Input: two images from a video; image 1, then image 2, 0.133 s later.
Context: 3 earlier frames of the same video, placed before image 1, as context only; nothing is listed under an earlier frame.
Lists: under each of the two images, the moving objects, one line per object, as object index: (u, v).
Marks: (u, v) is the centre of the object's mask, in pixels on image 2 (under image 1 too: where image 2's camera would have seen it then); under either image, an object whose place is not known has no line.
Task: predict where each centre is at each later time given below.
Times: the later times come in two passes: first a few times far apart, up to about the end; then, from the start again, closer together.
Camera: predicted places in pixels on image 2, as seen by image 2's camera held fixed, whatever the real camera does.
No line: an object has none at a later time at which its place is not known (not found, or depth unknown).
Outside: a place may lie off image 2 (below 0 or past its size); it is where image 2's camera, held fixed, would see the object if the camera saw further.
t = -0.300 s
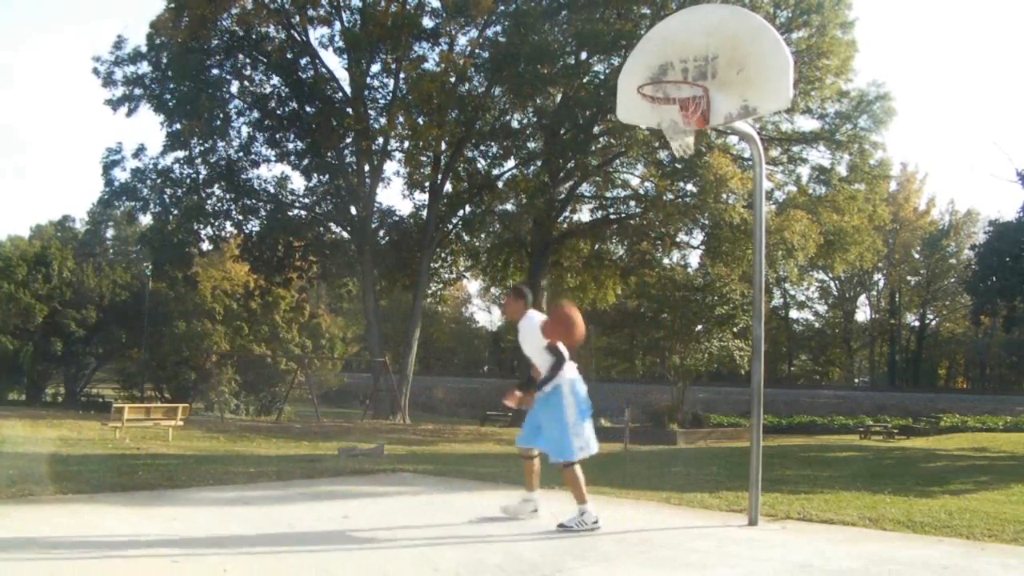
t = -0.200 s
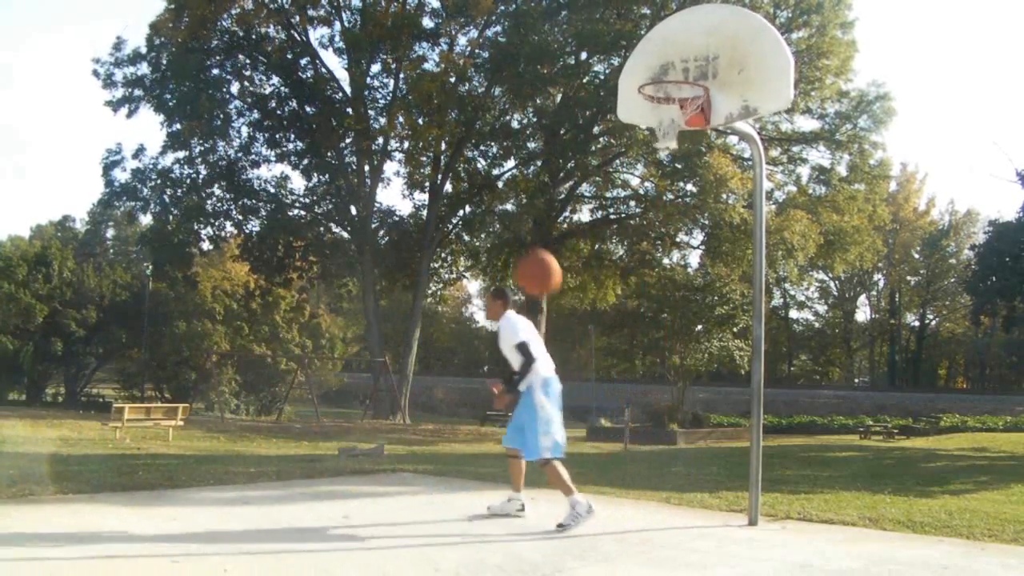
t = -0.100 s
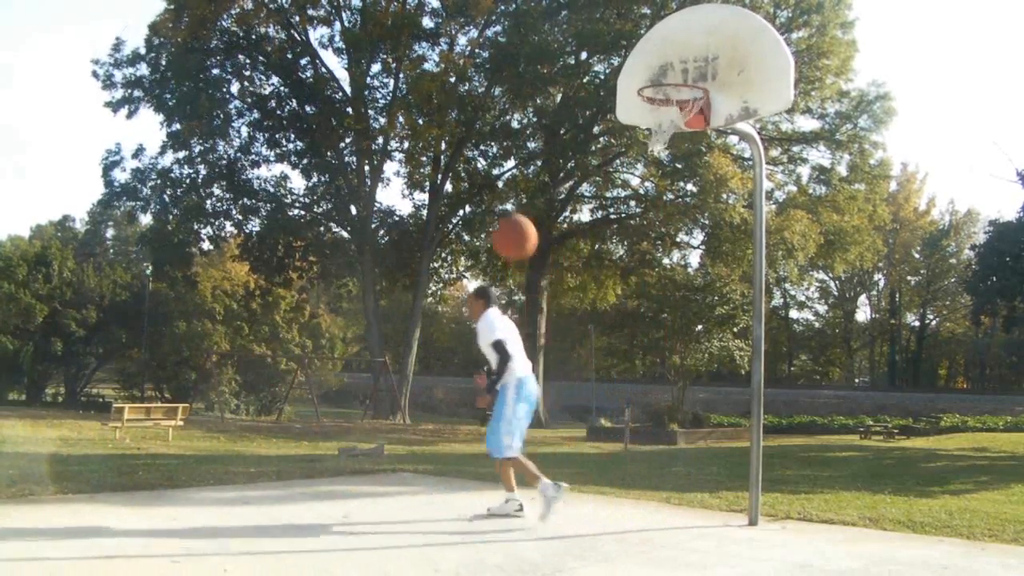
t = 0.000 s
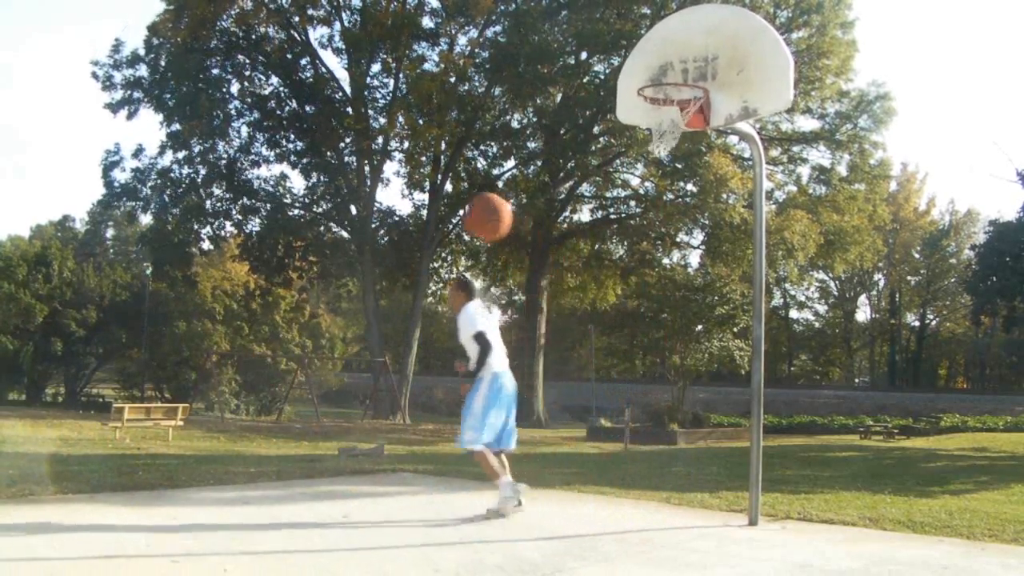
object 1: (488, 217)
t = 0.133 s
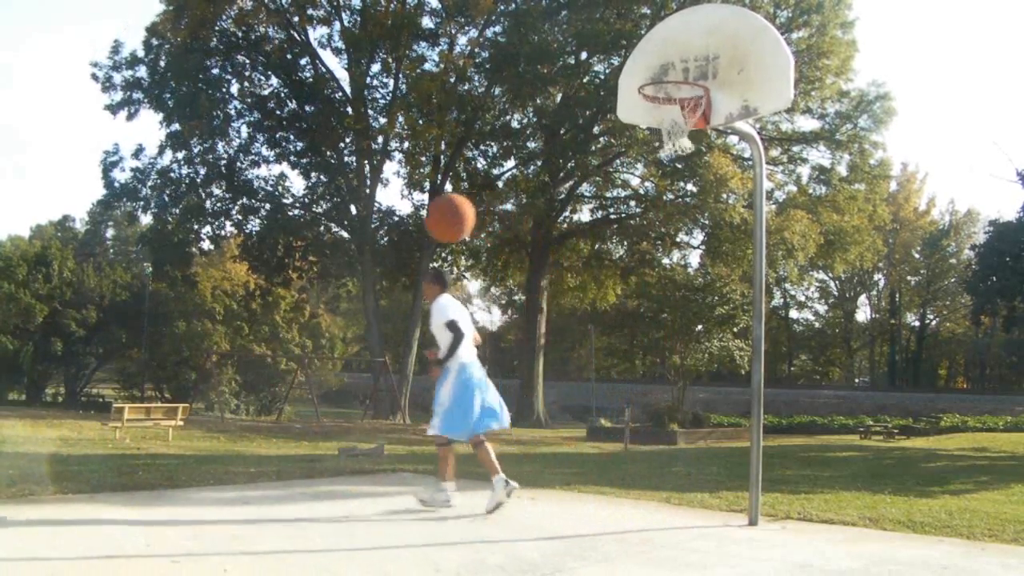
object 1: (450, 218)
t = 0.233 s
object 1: (420, 242)
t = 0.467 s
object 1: (341, 397)
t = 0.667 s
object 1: (267, 568)
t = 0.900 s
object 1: (195, 398)
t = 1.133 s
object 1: (110, 319)
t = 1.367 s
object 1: (22, 372)
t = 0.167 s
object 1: (441, 224)
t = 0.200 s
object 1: (430, 232)
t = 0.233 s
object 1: (420, 242)
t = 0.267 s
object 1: (409, 255)
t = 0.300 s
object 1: (398, 274)
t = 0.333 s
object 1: (385, 291)
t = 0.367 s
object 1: (374, 312)
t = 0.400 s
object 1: (362, 339)
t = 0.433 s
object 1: (352, 367)
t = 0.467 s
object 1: (341, 397)
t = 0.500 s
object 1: (331, 429)
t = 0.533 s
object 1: (317, 467)
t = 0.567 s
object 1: (304, 504)
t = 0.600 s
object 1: (290, 552)
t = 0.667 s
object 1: (267, 568)
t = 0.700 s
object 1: (256, 551)
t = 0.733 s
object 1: (245, 520)
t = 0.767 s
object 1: (235, 490)
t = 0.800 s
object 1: (226, 466)
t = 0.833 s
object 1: (216, 444)
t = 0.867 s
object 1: (207, 419)
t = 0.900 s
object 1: (195, 398)
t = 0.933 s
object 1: (182, 379)
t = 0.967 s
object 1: (171, 364)
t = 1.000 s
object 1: (159, 351)
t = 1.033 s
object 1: (147, 339)
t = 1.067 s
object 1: (136, 330)
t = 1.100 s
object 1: (123, 324)
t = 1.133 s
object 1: (110, 319)
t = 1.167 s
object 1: (98, 318)
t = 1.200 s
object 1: (85, 320)
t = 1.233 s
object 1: (72, 324)
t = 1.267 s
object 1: (58, 332)
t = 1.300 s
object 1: (44, 343)
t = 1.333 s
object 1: (30, 356)
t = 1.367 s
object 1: (22, 372)
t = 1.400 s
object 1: (15, 391)
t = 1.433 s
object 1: (9, 414)
